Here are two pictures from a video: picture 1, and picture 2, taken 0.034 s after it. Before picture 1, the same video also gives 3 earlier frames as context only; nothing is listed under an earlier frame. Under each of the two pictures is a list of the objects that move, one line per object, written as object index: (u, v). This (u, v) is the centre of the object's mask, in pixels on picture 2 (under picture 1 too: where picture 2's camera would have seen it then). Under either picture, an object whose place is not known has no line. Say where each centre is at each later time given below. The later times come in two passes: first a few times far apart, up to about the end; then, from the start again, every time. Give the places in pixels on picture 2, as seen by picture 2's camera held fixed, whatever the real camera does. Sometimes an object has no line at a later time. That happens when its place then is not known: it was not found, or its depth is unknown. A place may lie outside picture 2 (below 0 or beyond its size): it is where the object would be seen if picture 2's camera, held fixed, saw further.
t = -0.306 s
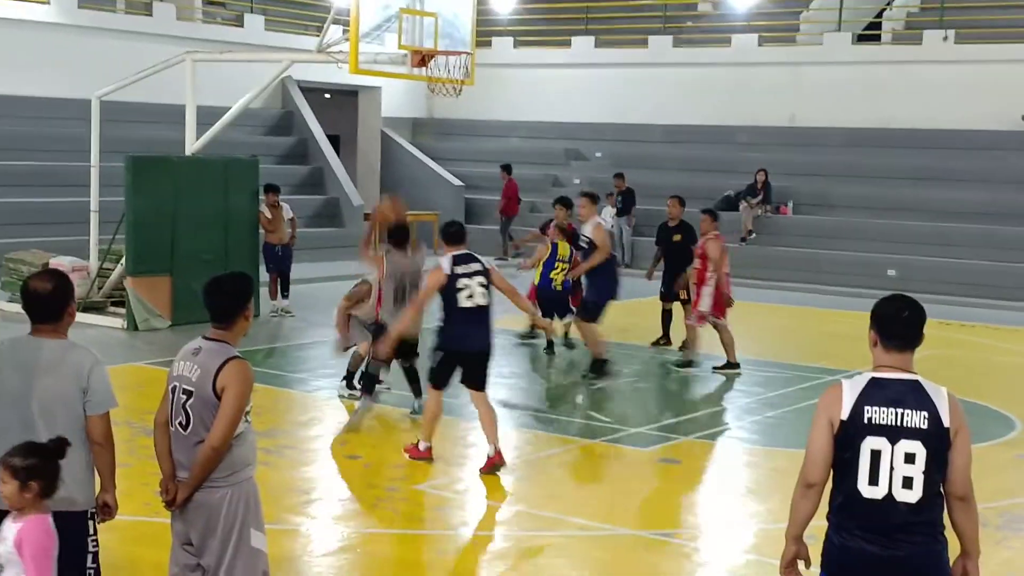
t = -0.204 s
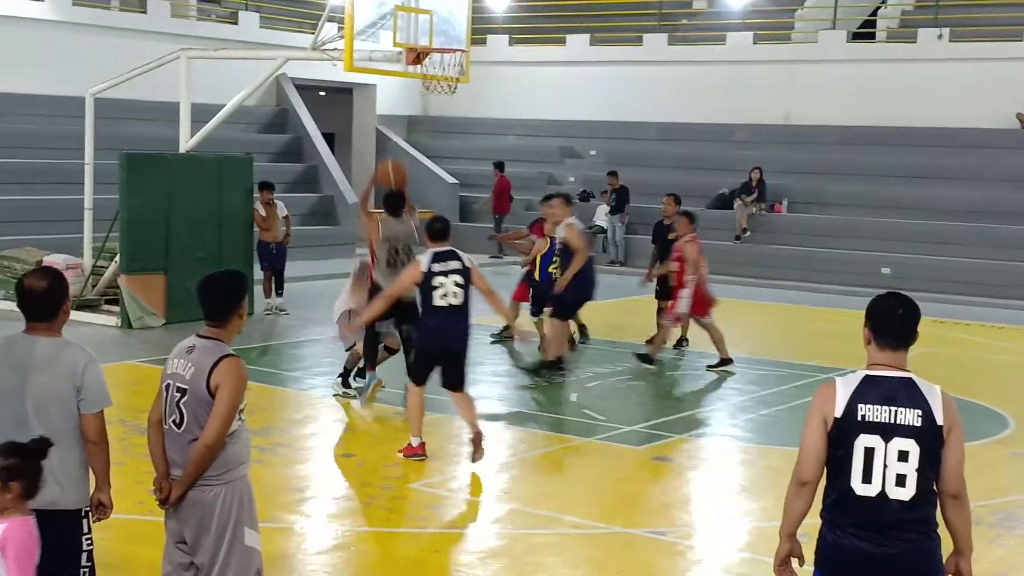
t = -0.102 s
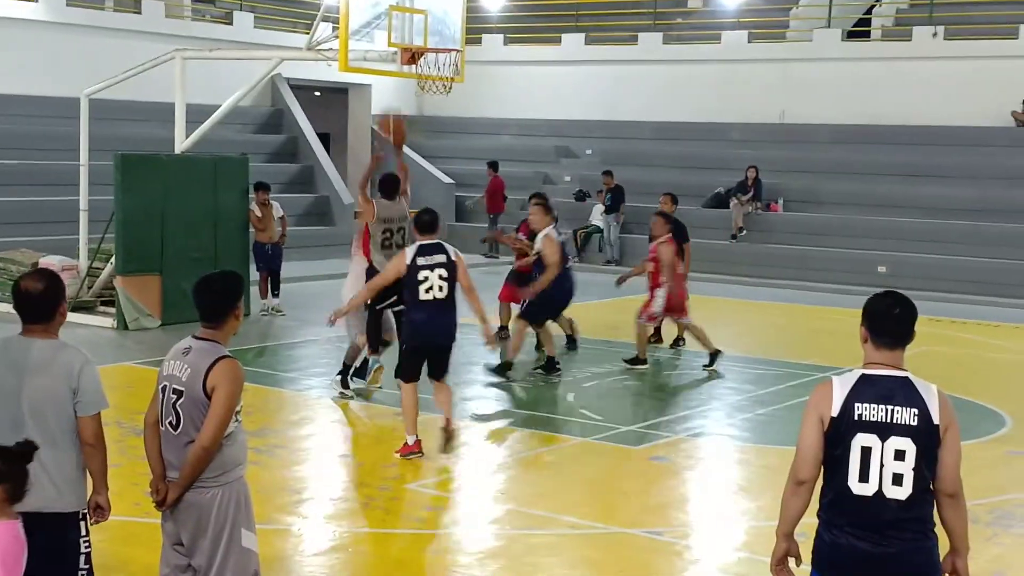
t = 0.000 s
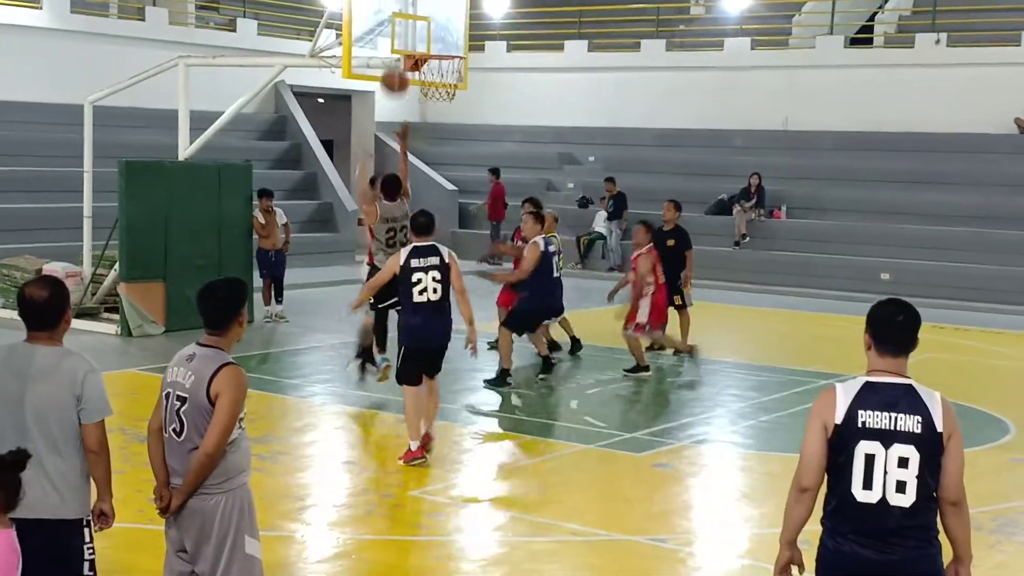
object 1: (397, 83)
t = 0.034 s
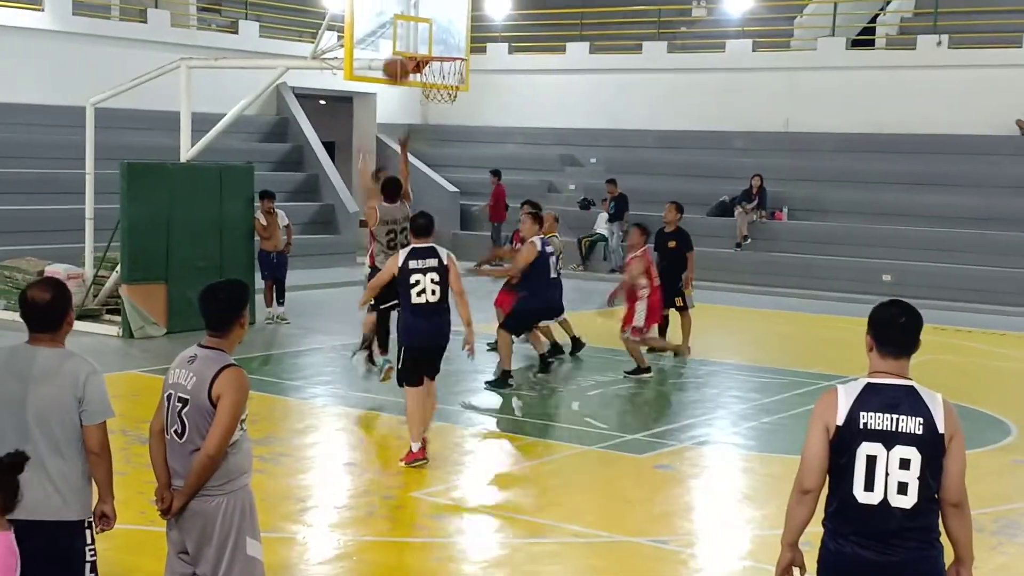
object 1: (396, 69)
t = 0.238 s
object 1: (396, 21)
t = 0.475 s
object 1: (395, 25)
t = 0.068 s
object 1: (396, 58)
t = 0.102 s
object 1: (396, 47)
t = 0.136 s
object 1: (396, 38)
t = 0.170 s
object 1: (396, 32)
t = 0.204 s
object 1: (396, 26)
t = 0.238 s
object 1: (396, 21)
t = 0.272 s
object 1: (396, 18)
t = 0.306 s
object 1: (395, 16)
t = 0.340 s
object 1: (395, 16)
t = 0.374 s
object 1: (395, 16)
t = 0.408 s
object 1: (395, 18)
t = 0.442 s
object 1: (395, 21)
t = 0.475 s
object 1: (395, 25)
